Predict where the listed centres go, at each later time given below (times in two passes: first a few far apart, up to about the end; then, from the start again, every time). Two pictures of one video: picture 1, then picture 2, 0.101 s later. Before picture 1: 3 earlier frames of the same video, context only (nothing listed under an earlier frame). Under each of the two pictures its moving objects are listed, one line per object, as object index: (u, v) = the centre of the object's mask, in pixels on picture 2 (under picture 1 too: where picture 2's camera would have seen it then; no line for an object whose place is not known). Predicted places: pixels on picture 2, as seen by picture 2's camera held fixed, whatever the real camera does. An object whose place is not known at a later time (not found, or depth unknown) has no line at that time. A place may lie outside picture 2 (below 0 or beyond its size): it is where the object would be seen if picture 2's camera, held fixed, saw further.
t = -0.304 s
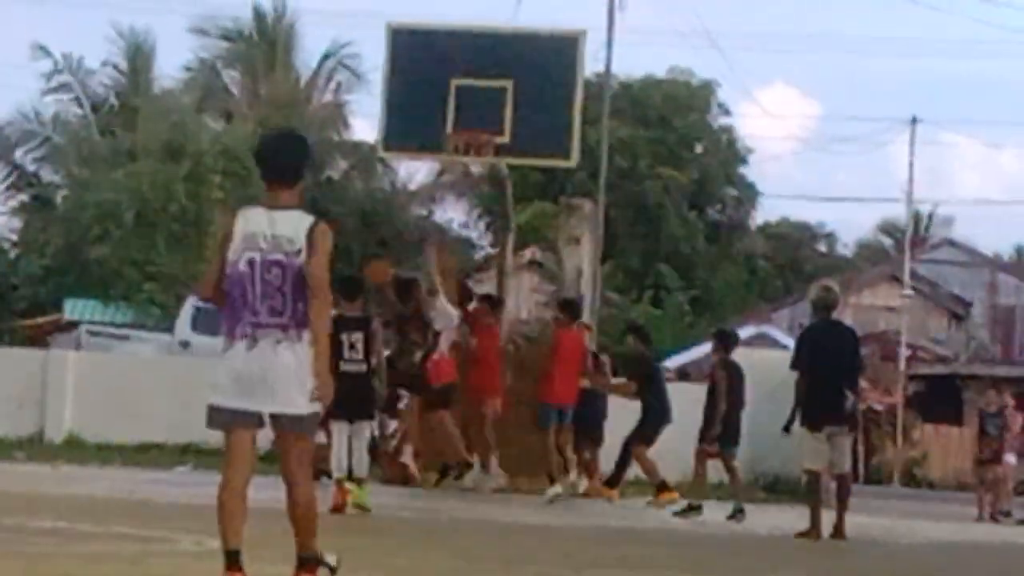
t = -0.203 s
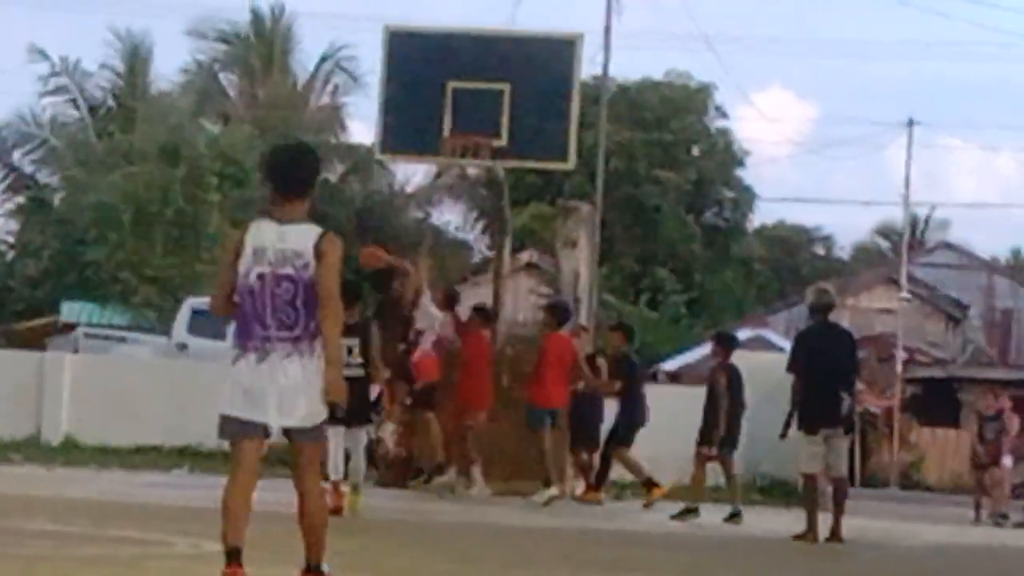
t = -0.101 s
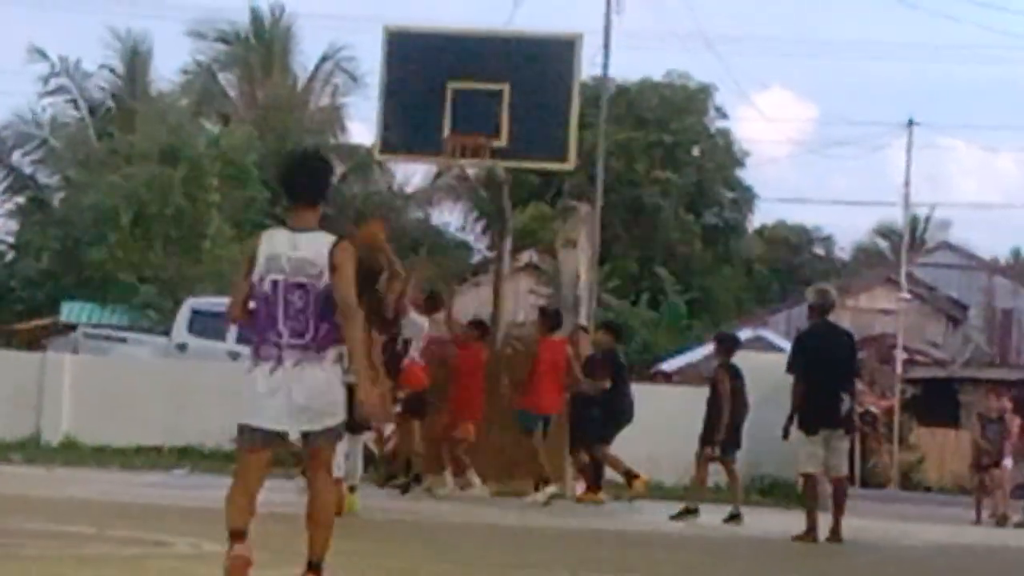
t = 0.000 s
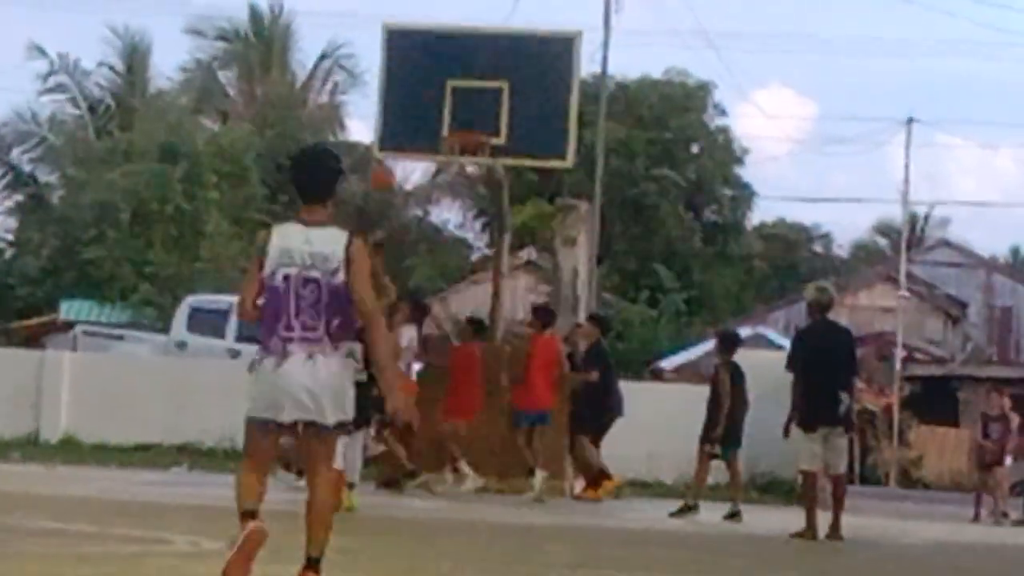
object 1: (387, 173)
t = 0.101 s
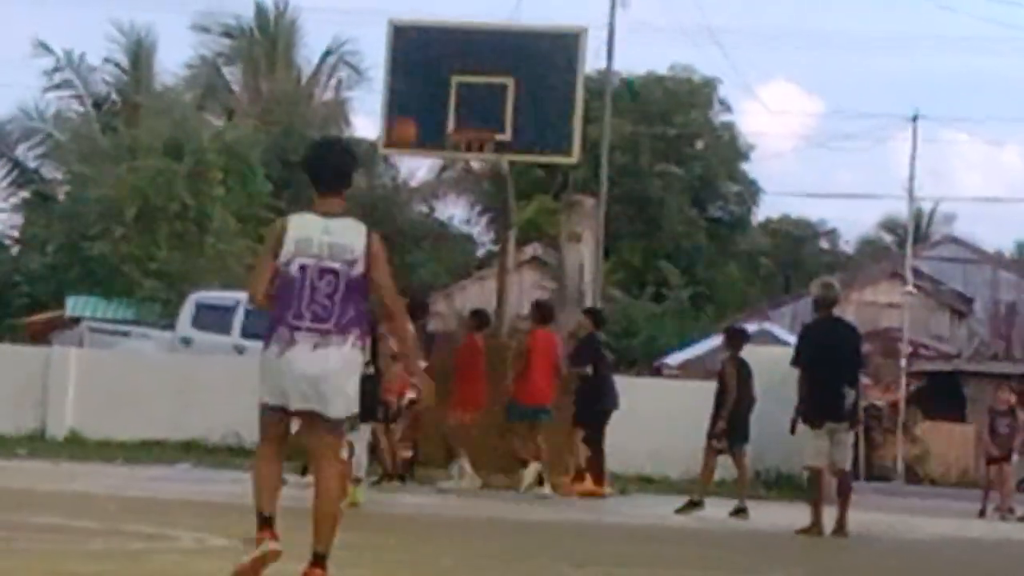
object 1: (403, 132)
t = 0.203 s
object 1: (419, 101)
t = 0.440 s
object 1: (449, 73)
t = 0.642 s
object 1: (474, 98)
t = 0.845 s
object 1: (460, 117)
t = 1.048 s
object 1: (430, 111)
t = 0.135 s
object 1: (411, 120)
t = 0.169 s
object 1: (413, 110)
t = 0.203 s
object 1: (419, 101)
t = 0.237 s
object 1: (424, 94)
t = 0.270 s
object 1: (429, 86)
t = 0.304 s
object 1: (433, 83)
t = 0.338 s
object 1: (436, 78)
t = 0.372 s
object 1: (441, 76)
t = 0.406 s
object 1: (444, 74)
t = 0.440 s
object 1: (449, 73)
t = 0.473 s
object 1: (454, 75)
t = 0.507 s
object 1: (457, 78)
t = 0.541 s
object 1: (462, 82)
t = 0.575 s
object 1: (465, 85)
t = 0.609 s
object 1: (468, 92)
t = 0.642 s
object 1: (474, 98)
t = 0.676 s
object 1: (477, 108)
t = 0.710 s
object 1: (481, 119)
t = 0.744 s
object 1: (482, 124)
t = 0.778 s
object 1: (476, 122)
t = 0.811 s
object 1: (470, 119)
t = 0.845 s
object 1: (460, 117)
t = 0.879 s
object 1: (453, 118)
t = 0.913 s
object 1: (449, 113)
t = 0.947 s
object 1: (444, 111)
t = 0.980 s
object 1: (438, 109)
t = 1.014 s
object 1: (435, 109)
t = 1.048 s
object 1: (430, 111)
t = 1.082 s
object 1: (424, 112)
